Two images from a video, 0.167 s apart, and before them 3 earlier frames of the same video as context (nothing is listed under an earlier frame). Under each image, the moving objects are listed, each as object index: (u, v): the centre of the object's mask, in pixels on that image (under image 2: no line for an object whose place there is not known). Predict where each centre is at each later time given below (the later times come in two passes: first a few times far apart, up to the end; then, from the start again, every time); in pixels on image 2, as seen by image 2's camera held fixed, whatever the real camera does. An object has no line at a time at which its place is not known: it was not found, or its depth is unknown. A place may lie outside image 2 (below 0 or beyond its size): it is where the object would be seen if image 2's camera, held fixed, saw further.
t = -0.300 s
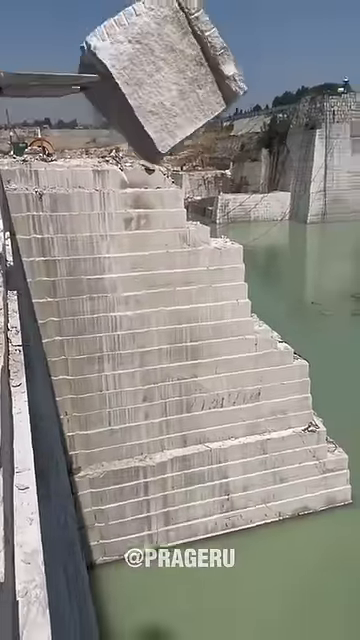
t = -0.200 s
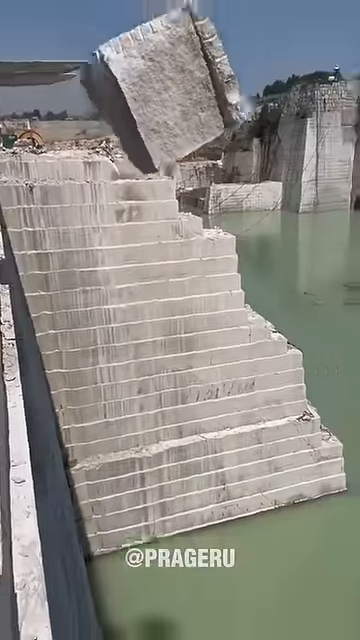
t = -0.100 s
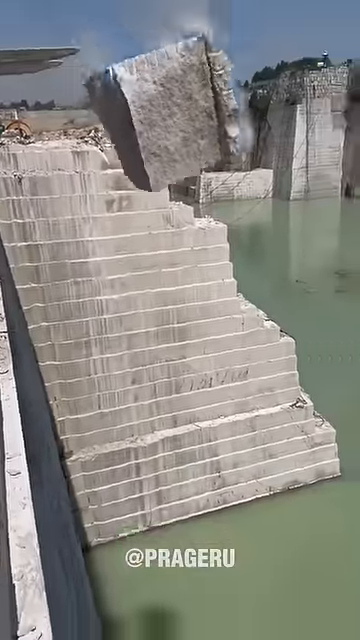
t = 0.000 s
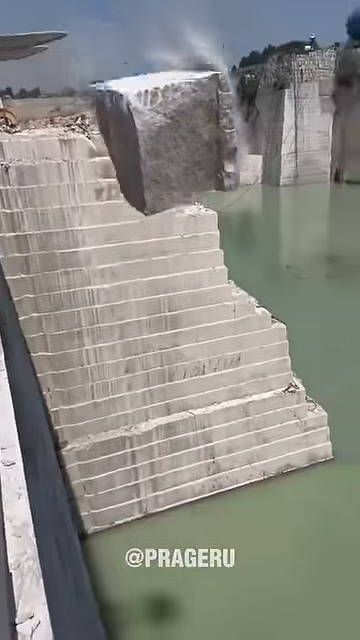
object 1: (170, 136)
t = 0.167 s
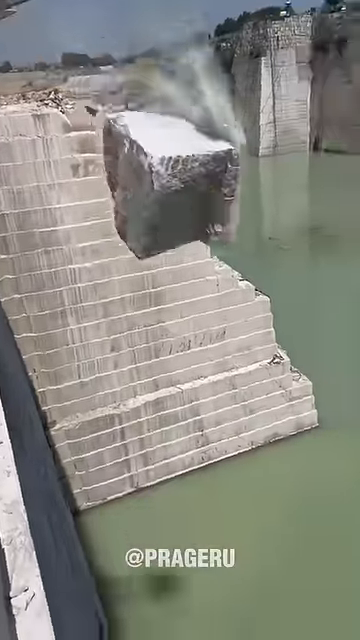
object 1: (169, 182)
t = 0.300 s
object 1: (188, 249)
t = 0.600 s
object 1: (222, 404)
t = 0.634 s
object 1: (224, 422)
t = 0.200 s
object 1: (173, 198)
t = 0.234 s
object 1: (178, 215)
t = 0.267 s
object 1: (182, 232)
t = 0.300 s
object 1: (188, 249)
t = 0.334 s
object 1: (192, 266)
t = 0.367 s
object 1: (195, 284)
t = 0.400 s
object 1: (199, 302)
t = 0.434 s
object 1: (203, 318)
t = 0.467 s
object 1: (207, 335)
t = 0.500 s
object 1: (211, 353)
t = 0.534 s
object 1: (214, 370)
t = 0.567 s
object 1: (219, 386)
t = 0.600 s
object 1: (222, 404)
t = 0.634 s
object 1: (224, 422)
